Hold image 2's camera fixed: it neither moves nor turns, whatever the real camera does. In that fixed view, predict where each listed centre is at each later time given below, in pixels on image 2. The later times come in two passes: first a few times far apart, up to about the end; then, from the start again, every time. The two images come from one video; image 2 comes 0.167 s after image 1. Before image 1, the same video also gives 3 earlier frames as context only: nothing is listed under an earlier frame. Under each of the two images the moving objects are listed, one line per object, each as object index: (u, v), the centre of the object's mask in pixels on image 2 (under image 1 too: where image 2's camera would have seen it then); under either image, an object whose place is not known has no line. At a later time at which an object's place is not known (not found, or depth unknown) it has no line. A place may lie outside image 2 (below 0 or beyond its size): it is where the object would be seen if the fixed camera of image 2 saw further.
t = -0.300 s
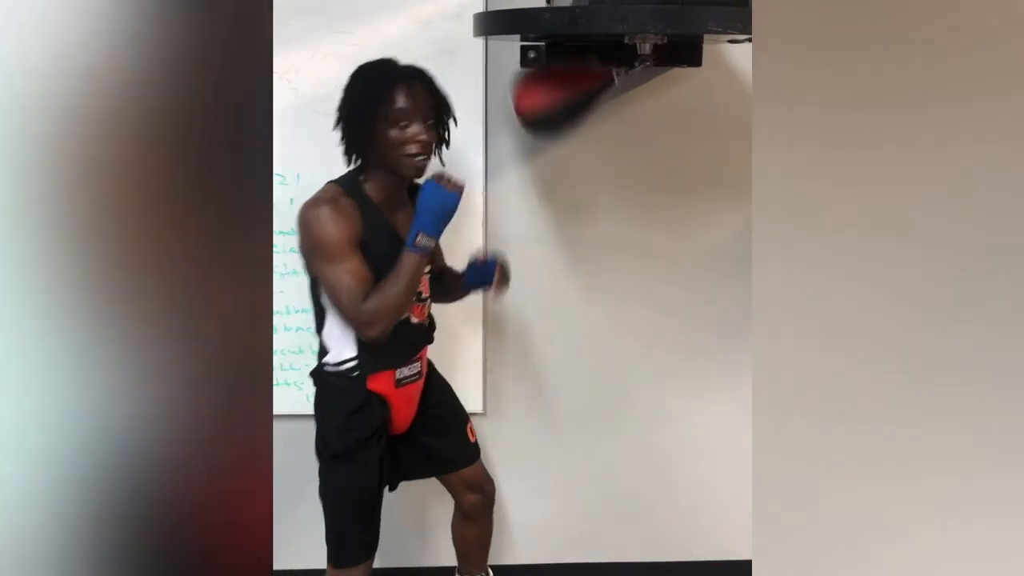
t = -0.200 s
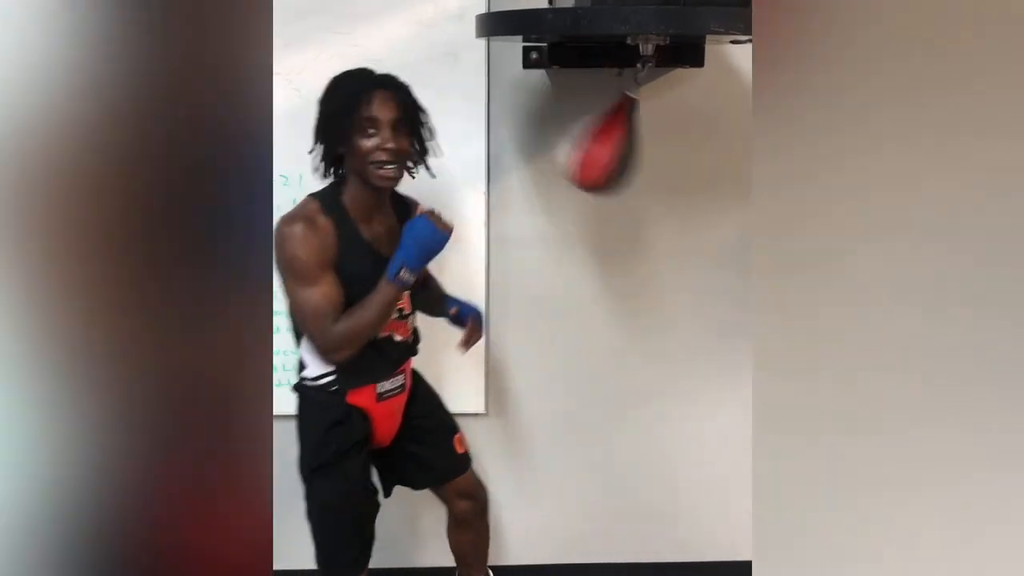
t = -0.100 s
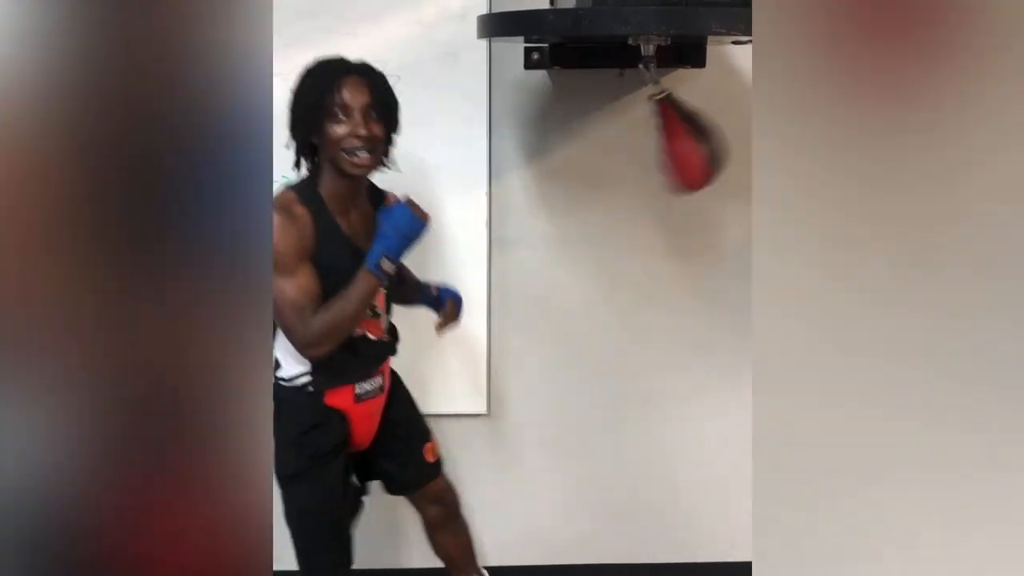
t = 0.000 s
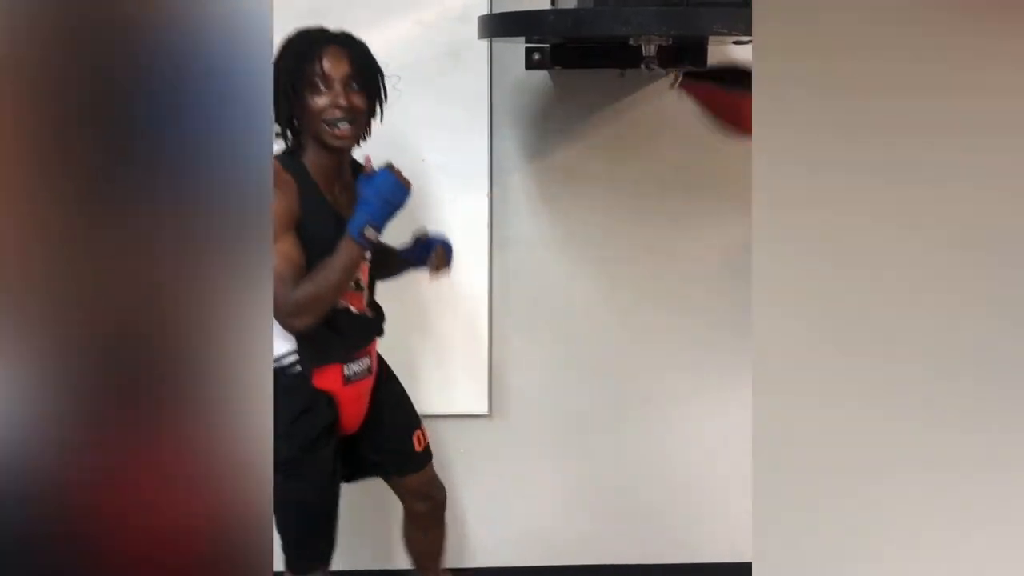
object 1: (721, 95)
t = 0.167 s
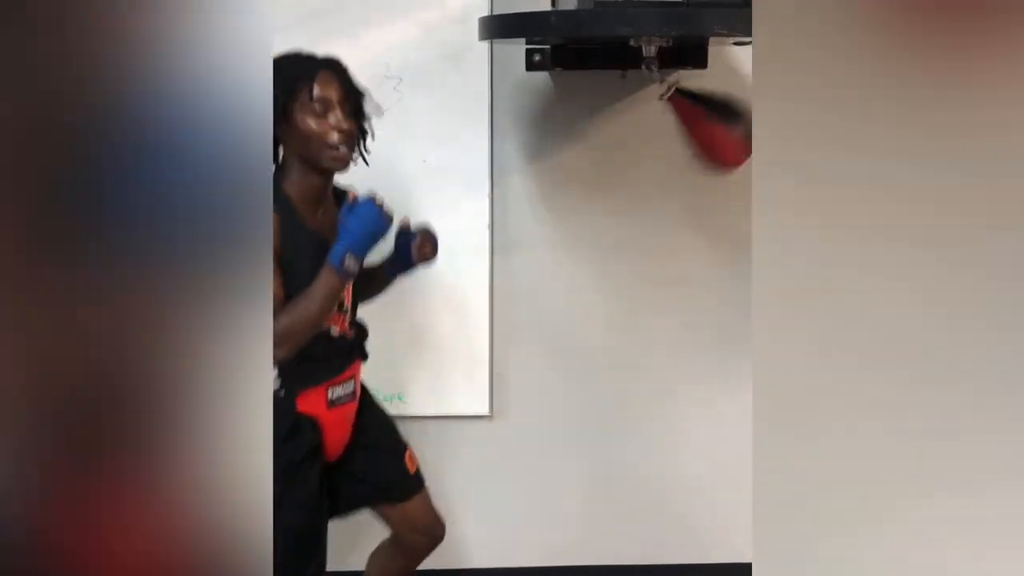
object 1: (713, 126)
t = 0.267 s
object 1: (647, 157)
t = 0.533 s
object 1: (560, 81)
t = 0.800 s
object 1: (655, 157)
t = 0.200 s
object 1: (696, 141)
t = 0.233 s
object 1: (673, 152)
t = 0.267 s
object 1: (647, 157)
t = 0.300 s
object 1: (622, 155)
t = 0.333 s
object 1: (599, 145)
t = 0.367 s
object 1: (581, 130)
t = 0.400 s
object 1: (571, 116)
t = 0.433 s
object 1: (564, 101)
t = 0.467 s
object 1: (561, 89)
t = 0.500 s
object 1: (560, 82)
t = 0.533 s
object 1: (560, 81)
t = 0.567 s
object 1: (561, 86)
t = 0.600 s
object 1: (564, 96)
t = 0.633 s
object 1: (569, 108)
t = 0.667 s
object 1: (577, 125)
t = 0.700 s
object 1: (592, 139)
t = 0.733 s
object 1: (609, 150)
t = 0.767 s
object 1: (630, 157)
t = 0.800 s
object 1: (655, 157)
